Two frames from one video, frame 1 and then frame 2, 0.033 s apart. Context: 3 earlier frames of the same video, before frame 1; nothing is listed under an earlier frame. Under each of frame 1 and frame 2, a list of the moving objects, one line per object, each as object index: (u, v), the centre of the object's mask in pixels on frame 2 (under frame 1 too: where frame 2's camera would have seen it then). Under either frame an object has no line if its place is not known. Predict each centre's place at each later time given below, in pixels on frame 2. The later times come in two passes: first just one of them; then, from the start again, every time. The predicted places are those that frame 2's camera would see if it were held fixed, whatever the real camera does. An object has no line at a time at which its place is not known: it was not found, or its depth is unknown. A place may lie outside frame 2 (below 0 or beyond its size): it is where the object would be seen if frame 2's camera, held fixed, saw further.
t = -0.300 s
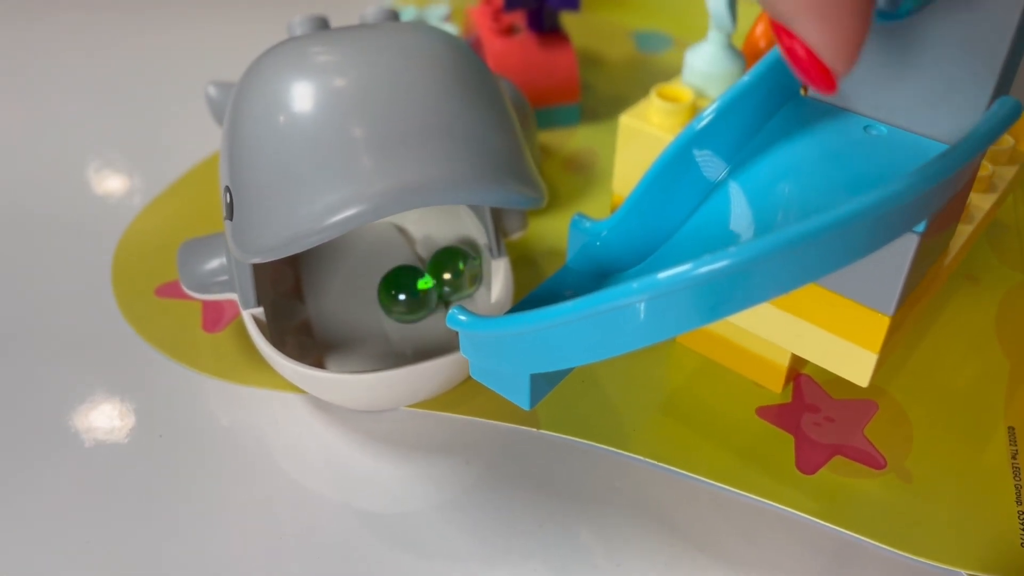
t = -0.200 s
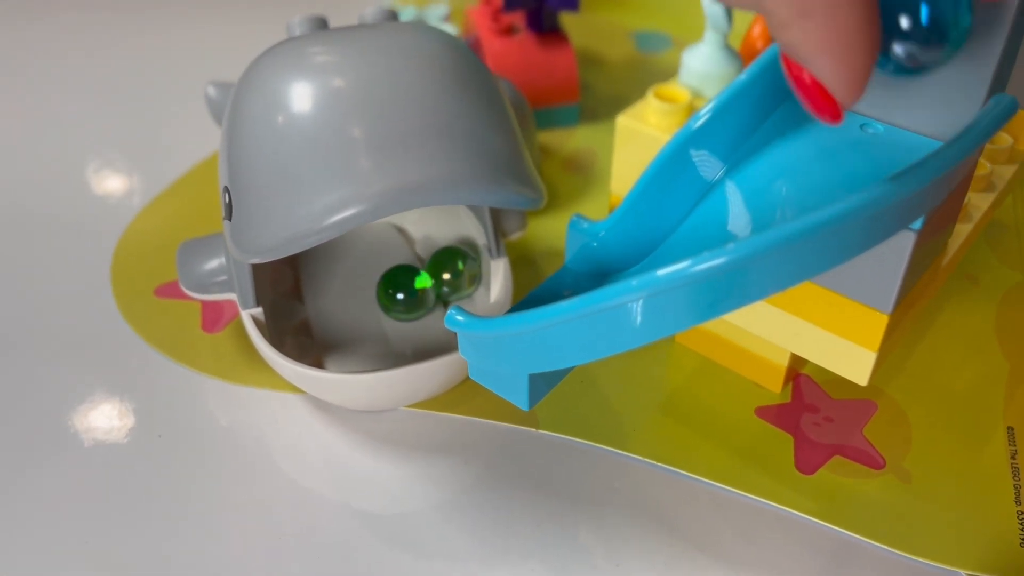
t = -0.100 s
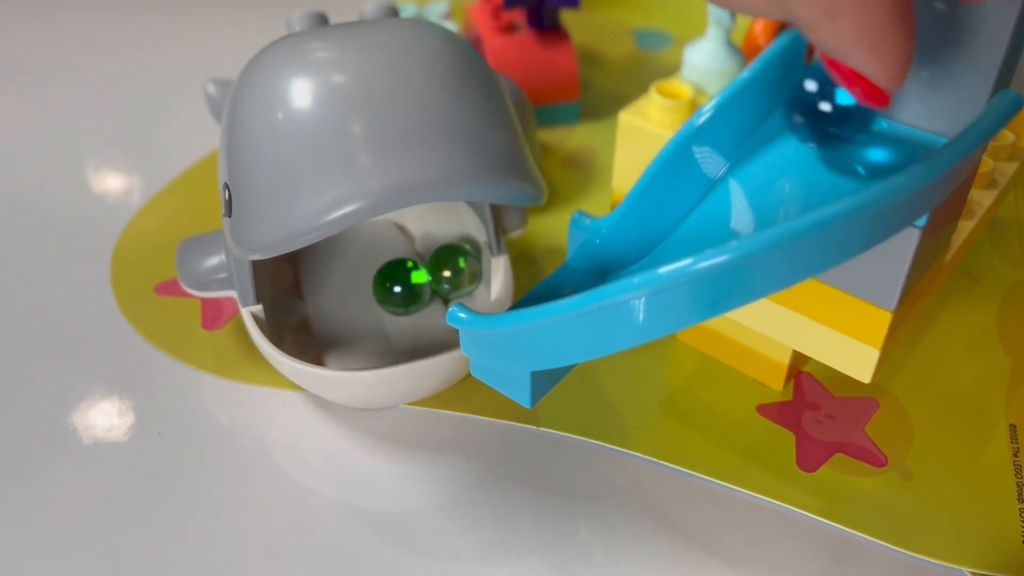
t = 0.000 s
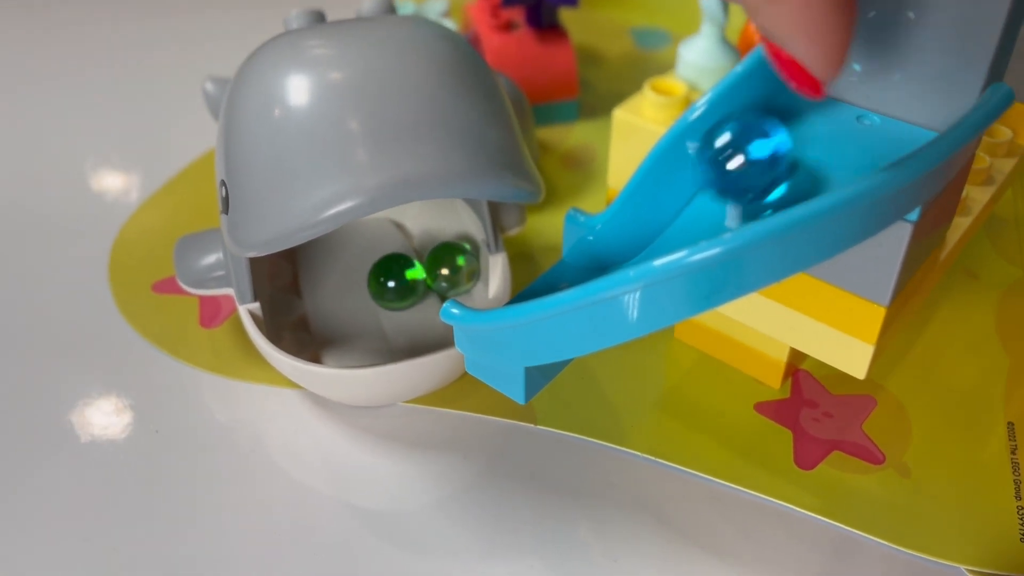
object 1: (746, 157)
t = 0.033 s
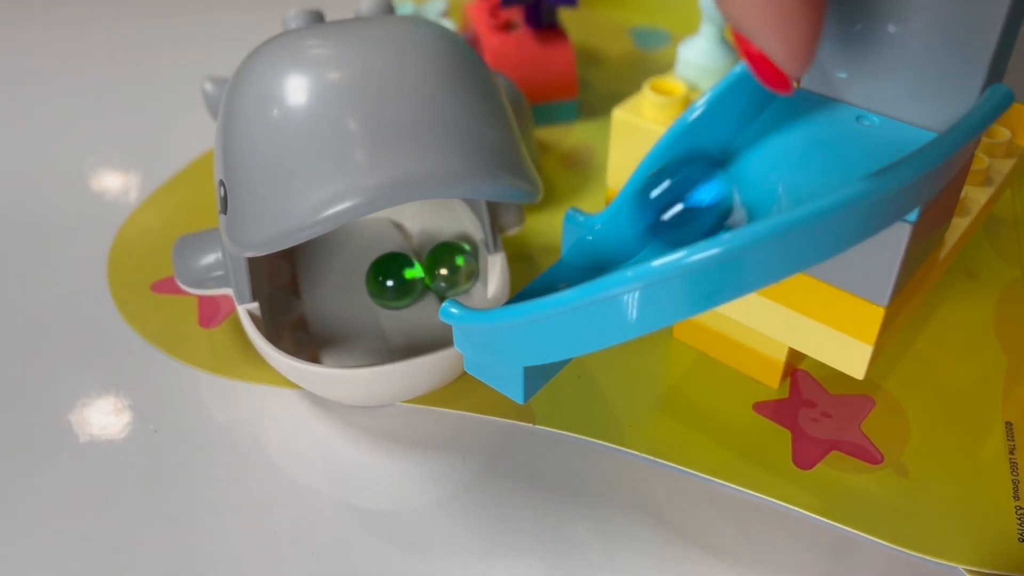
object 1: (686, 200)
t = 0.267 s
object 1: (280, 280)
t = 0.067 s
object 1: (594, 253)
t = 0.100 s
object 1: (510, 286)
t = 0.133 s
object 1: (441, 275)
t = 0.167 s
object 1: (384, 290)
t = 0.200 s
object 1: (334, 335)
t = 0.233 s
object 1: (293, 312)
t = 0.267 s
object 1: (280, 280)
